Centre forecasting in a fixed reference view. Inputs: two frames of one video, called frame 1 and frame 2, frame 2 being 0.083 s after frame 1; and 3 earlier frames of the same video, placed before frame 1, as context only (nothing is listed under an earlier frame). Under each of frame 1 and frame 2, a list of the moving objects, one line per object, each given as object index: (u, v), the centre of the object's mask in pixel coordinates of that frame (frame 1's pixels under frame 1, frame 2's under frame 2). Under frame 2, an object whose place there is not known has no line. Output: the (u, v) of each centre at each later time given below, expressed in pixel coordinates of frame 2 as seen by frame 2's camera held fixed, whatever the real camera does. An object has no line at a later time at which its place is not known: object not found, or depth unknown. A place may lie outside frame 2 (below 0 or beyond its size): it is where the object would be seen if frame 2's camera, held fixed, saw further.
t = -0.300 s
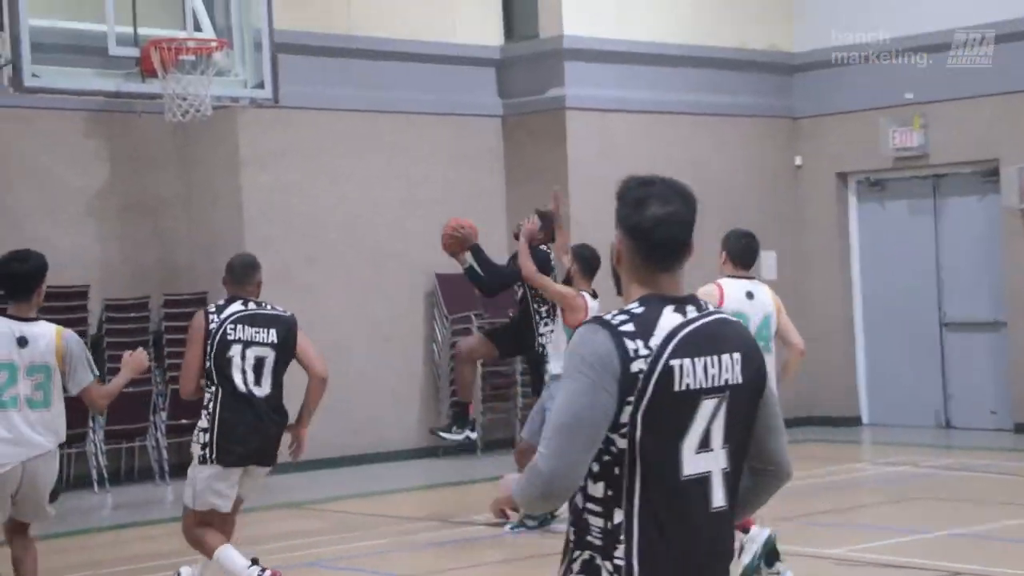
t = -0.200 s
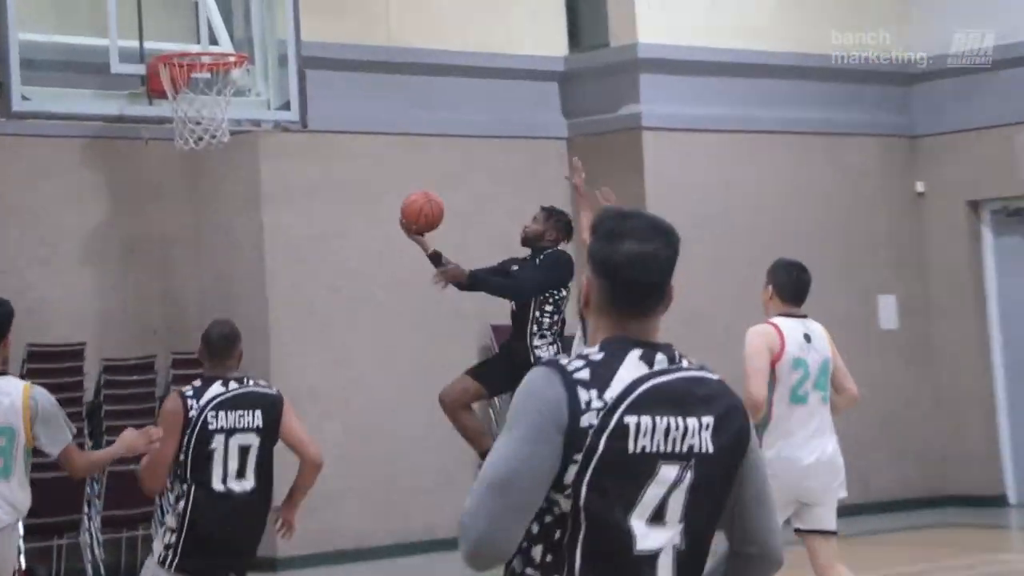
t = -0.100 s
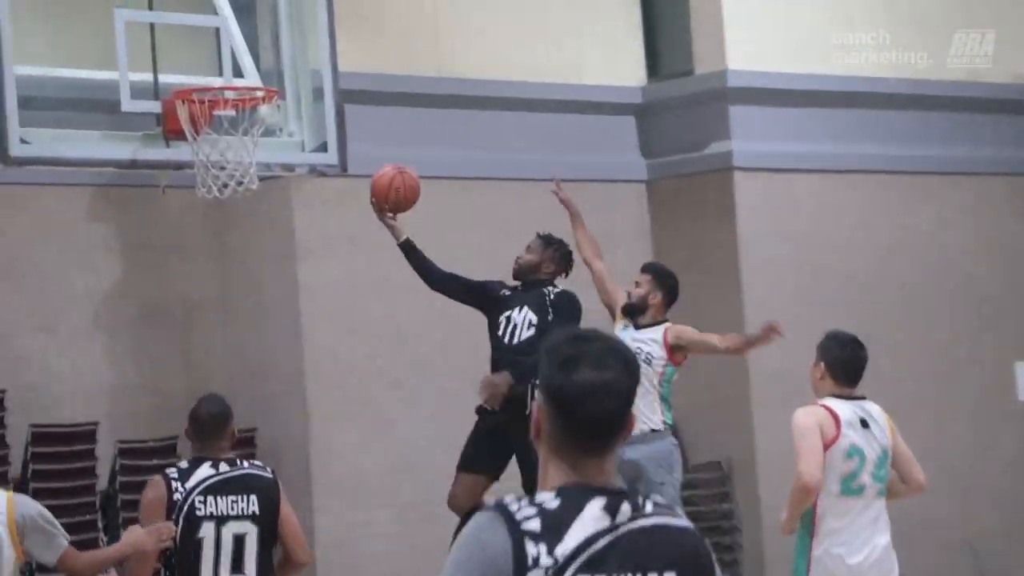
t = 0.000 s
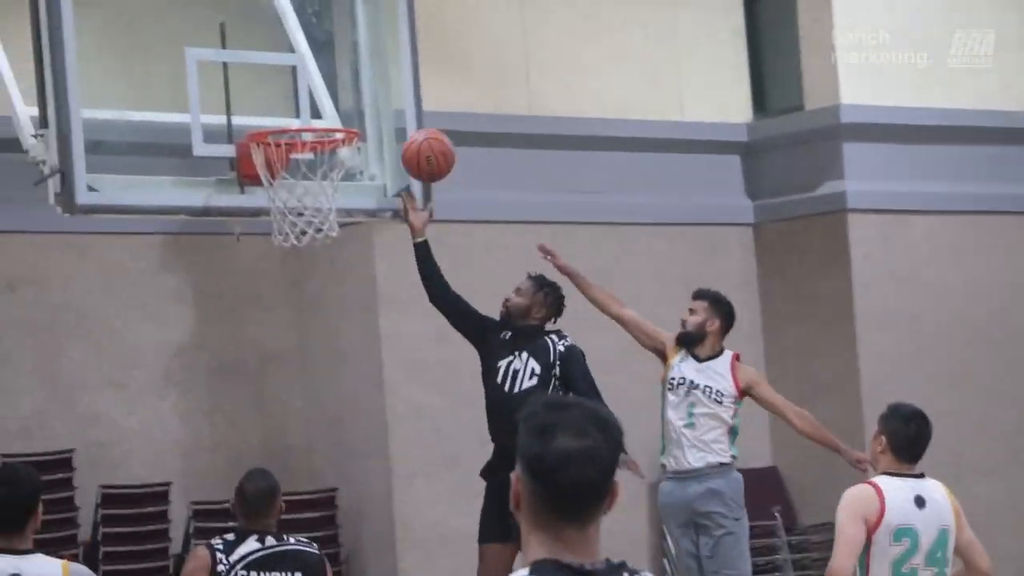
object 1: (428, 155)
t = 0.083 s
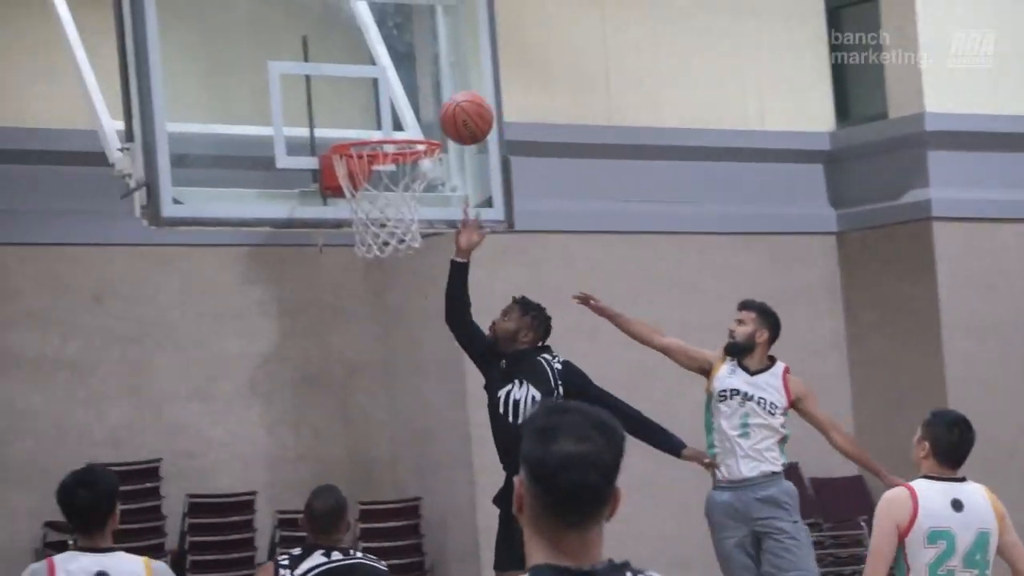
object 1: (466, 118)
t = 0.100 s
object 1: (457, 110)
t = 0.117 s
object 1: (449, 103)
